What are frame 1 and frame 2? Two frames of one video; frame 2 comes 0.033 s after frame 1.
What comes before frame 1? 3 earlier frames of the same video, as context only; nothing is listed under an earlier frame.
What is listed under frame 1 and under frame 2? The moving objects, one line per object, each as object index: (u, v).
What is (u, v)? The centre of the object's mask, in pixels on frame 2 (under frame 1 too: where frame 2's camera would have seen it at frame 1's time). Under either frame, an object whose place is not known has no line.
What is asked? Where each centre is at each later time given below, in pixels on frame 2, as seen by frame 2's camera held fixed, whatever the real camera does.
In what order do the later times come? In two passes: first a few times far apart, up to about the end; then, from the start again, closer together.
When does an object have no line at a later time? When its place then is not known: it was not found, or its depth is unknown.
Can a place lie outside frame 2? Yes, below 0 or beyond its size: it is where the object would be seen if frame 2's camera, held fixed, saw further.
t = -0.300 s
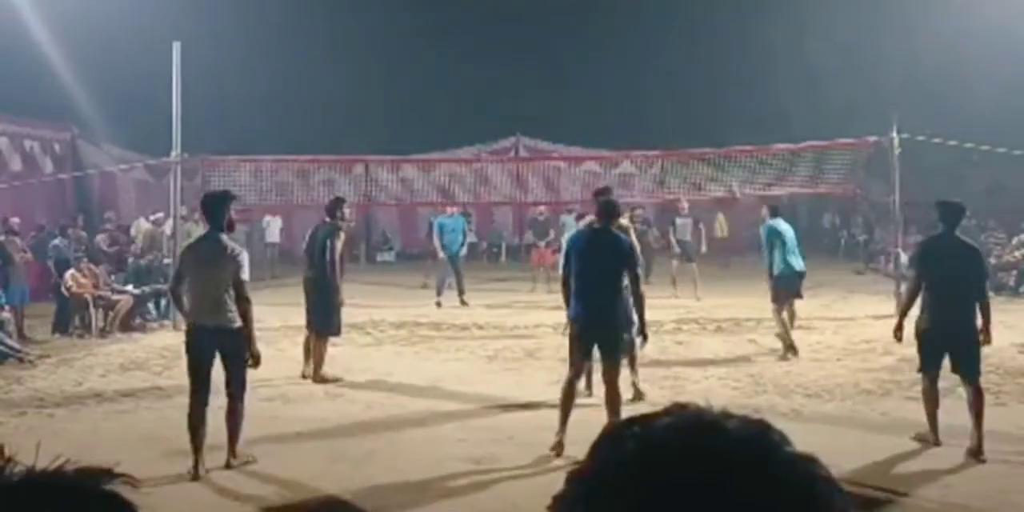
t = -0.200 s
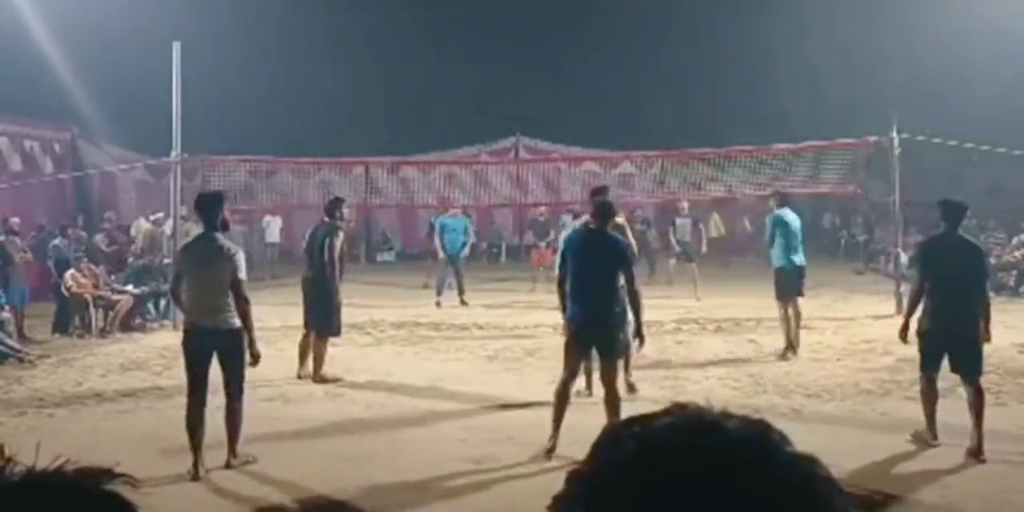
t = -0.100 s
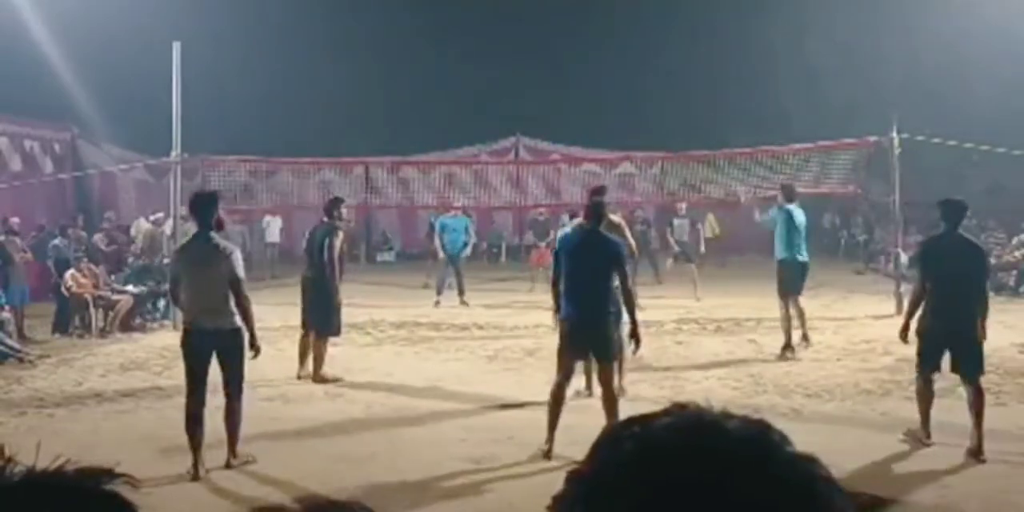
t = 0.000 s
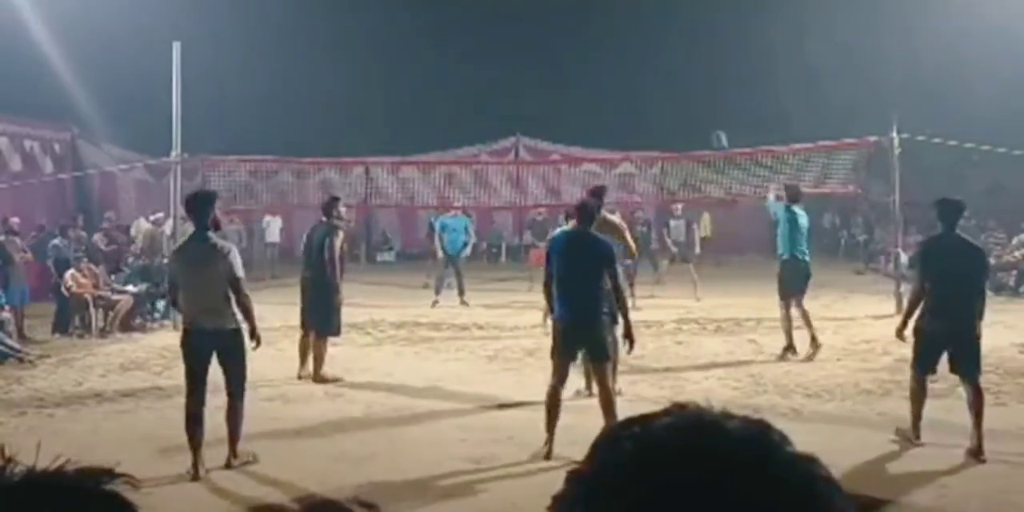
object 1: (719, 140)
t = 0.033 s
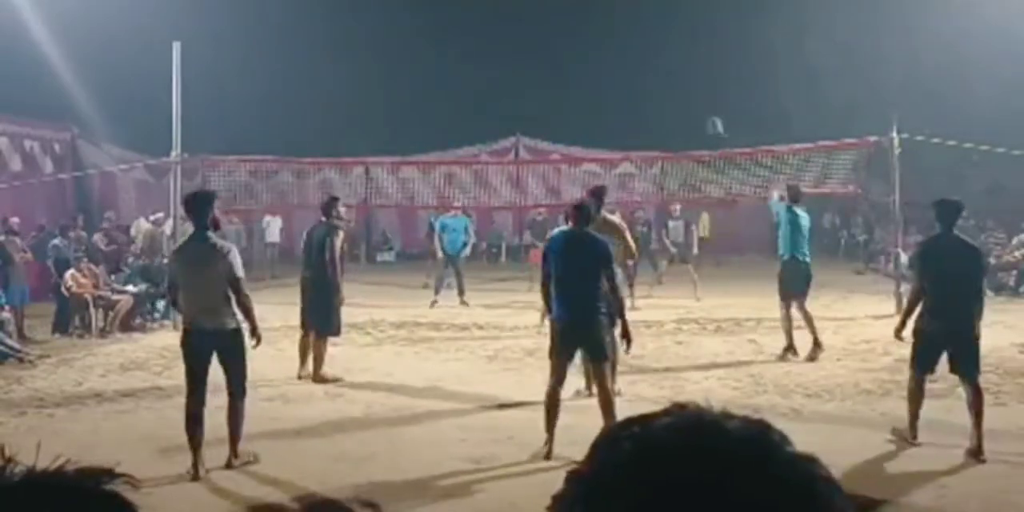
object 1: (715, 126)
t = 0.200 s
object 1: (694, 73)
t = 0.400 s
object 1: (673, 45)
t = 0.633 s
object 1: (652, 49)
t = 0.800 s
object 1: (641, 69)
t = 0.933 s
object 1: (633, 95)
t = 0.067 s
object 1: (711, 114)
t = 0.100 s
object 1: (706, 101)
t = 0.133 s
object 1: (702, 90)
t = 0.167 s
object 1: (698, 81)
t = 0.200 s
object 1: (694, 73)
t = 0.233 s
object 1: (690, 65)
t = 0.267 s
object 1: (686, 59)
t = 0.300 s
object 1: (683, 55)
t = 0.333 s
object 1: (679, 52)
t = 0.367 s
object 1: (676, 48)
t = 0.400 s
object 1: (673, 45)
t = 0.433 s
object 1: (669, 44)
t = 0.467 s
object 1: (666, 43)
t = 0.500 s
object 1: (664, 43)
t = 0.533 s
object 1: (661, 43)
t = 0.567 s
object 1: (657, 44)
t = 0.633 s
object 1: (652, 49)
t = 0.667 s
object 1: (650, 52)
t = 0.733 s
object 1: (645, 60)
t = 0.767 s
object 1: (643, 65)
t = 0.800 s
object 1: (641, 69)
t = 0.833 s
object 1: (638, 75)
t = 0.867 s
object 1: (637, 81)
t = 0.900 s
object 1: (635, 88)
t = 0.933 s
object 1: (633, 95)
